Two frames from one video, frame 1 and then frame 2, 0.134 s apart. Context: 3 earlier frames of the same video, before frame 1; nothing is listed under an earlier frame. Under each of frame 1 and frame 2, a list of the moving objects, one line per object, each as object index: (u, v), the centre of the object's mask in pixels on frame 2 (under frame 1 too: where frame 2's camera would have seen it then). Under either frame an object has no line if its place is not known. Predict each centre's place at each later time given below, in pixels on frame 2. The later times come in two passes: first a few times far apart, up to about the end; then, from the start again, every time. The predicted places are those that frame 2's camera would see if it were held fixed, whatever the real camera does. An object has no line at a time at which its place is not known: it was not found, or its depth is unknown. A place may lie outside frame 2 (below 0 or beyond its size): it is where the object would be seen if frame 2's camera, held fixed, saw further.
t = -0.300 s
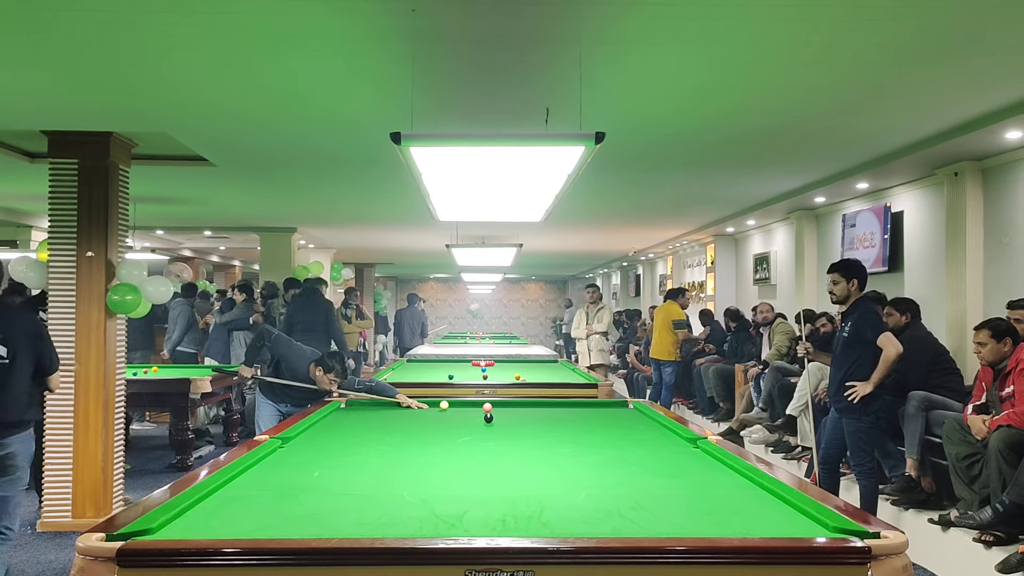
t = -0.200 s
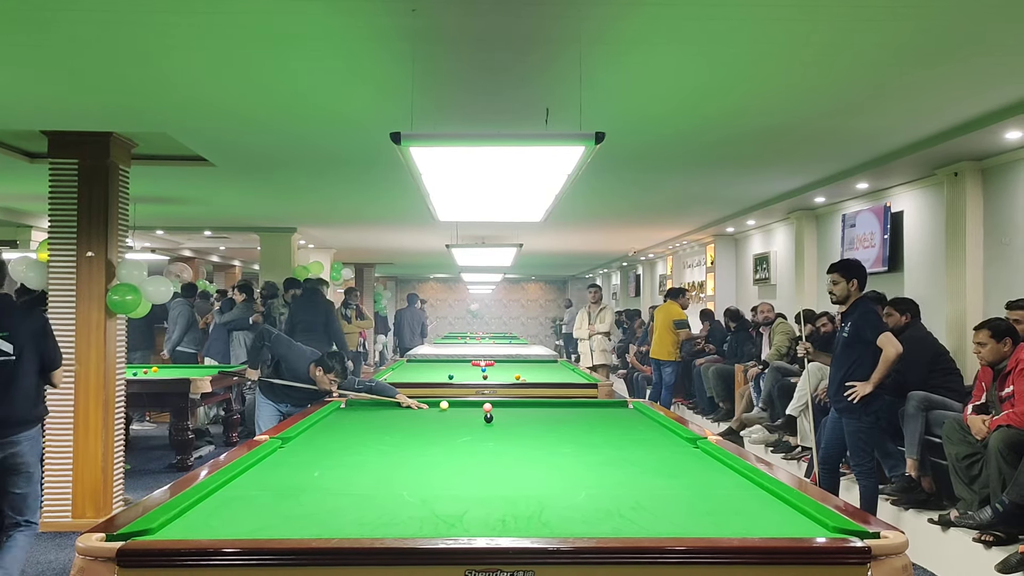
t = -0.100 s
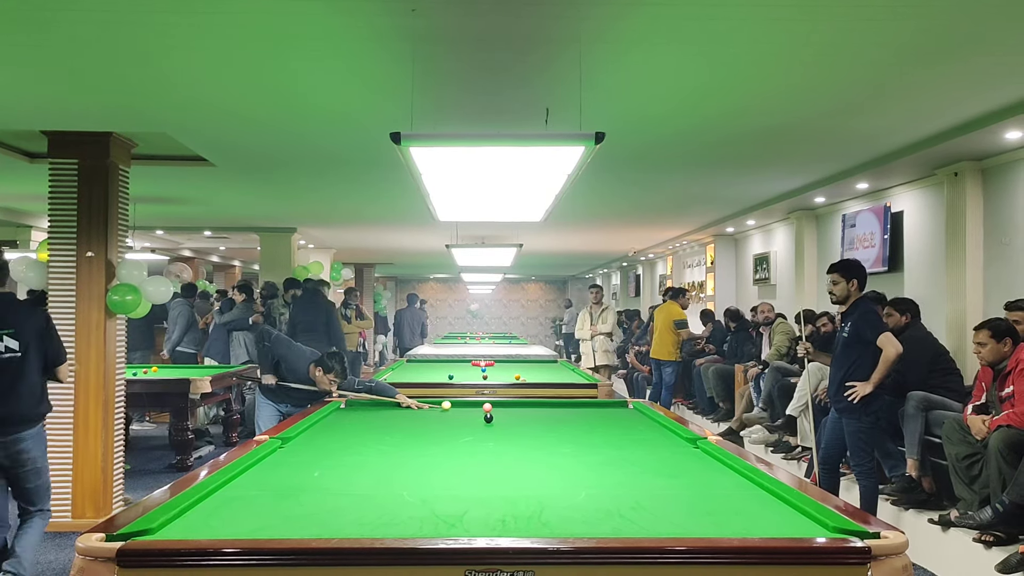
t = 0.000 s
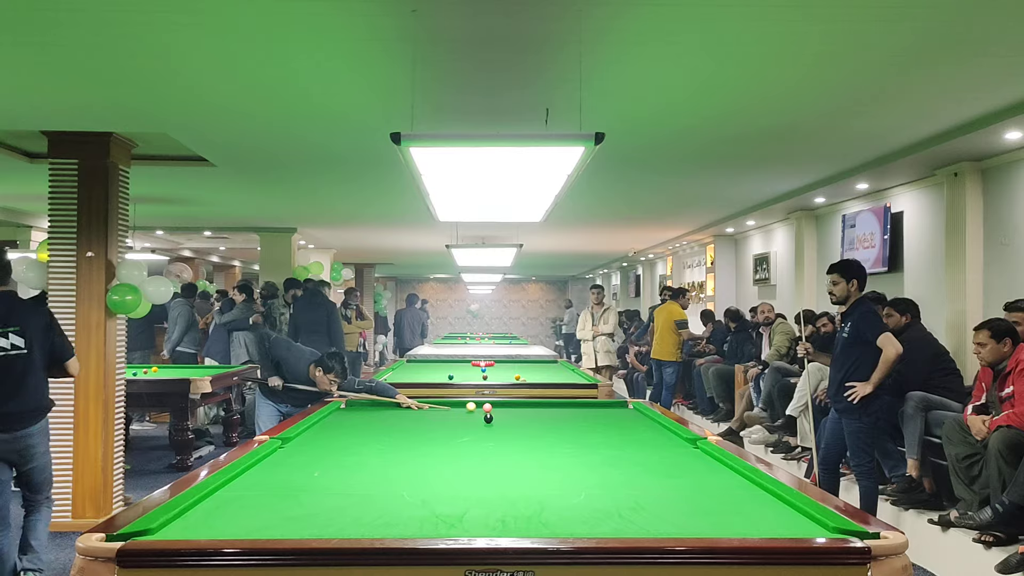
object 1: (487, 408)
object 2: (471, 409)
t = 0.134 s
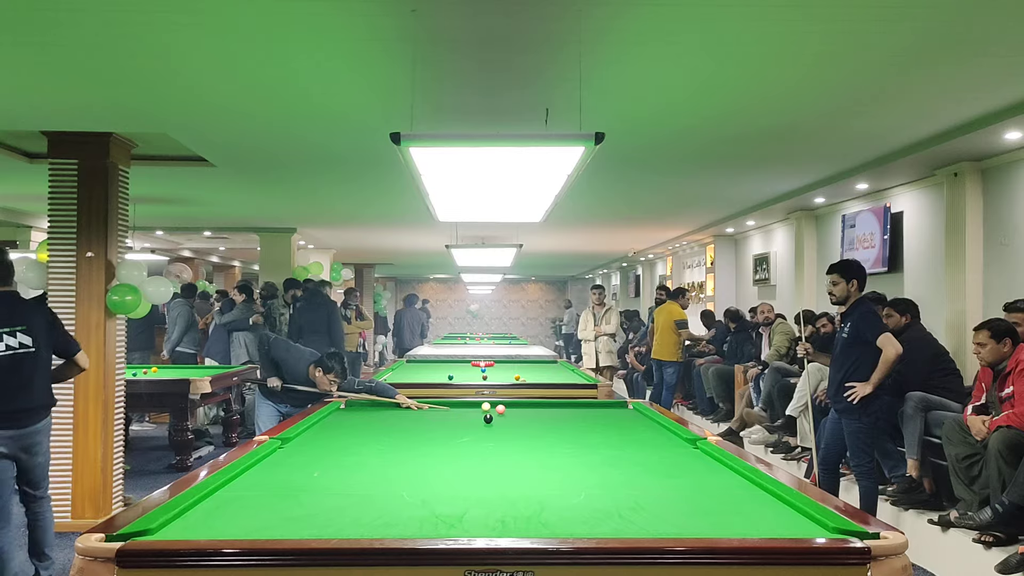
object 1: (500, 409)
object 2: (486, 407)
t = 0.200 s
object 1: (509, 410)
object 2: (488, 407)
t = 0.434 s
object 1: (539, 413)
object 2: (493, 405)
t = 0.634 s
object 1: (565, 416)
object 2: (497, 405)
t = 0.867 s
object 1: (597, 419)
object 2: (500, 404)
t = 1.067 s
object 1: (625, 422)
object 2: (503, 403)
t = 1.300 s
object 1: (658, 425)
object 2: (504, 403)
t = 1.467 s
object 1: (650, 427)
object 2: (505, 404)
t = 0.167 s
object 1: (505, 410)
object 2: (487, 407)
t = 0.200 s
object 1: (509, 410)
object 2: (488, 407)
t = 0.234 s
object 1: (514, 411)
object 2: (489, 407)
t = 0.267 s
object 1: (518, 411)
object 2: (490, 407)
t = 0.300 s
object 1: (522, 411)
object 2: (490, 407)
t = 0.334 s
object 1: (526, 412)
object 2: (491, 406)
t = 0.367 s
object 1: (530, 412)
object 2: (492, 406)
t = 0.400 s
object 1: (535, 413)
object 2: (492, 406)
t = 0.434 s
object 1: (539, 413)
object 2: (493, 405)
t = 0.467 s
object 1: (543, 414)
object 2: (494, 405)
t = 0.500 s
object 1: (548, 414)
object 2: (494, 405)
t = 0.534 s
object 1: (552, 414)
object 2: (495, 405)
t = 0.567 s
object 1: (556, 415)
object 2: (495, 405)
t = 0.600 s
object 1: (561, 415)
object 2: (496, 405)
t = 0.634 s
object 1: (565, 416)
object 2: (497, 405)
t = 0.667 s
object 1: (570, 416)
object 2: (497, 404)
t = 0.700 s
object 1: (574, 417)
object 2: (498, 404)
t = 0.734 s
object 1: (579, 417)
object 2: (498, 404)
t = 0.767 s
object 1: (583, 418)
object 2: (499, 404)
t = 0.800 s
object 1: (588, 418)
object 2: (499, 404)
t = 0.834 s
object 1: (592, 419)
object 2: (500, 404)
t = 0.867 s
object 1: (597, 419)
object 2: (500, 404)
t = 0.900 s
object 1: (601, 420)
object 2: (501, 404)
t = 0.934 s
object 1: (606, 420)
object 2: (501, 403)
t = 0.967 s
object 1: (611, 421)
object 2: (502, 403)
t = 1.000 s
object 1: (615, 421)
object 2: (502, 403)
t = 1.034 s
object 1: (620, 422)
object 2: (503, 403)
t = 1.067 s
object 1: (625, 422)
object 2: (503, 403)
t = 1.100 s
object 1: (630, 423)
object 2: (503, 403)
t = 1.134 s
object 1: (634, 423)
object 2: (504, 403)
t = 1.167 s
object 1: (639, 423)
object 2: (504, 403)
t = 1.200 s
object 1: (644, 424)
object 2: (504, 403)
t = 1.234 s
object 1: (649, 424)
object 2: (504, 403)
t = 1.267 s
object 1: (653, 425)
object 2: (504, 403)
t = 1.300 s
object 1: (658, 425)
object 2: (504, 403)
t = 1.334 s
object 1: (657, 426)
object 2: (505, 404)
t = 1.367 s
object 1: (655, 426)
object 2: (505, 404)
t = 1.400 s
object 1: (653, 427)
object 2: (505, 404)
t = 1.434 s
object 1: (651, 427)
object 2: (505, 404)
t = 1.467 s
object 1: (650, 427)
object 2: (505, 404)
